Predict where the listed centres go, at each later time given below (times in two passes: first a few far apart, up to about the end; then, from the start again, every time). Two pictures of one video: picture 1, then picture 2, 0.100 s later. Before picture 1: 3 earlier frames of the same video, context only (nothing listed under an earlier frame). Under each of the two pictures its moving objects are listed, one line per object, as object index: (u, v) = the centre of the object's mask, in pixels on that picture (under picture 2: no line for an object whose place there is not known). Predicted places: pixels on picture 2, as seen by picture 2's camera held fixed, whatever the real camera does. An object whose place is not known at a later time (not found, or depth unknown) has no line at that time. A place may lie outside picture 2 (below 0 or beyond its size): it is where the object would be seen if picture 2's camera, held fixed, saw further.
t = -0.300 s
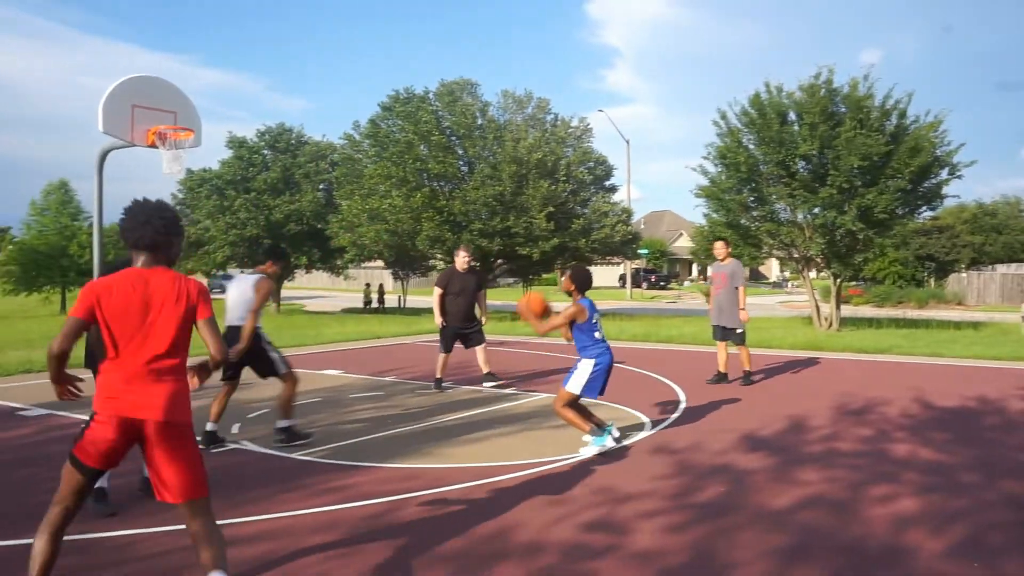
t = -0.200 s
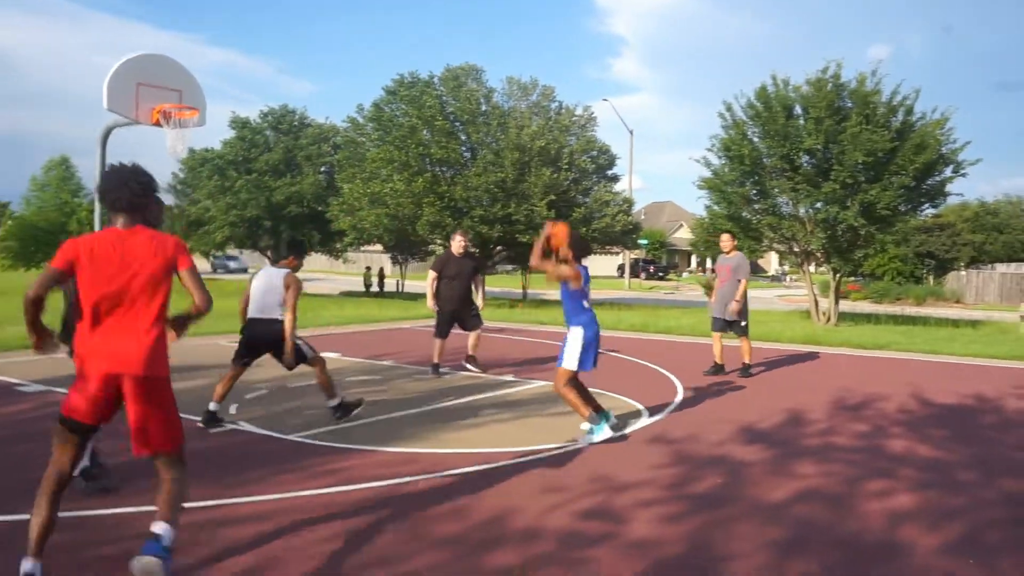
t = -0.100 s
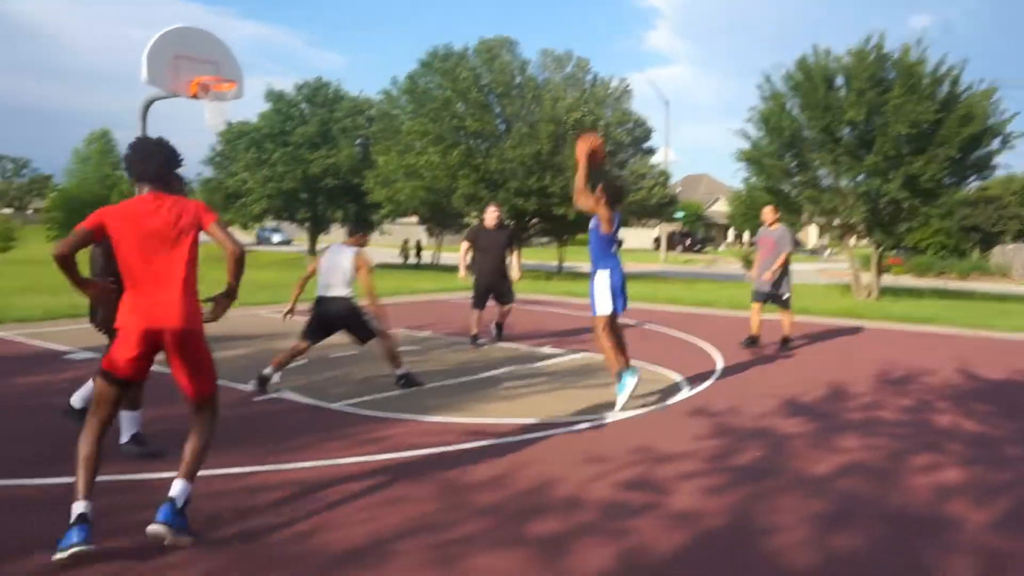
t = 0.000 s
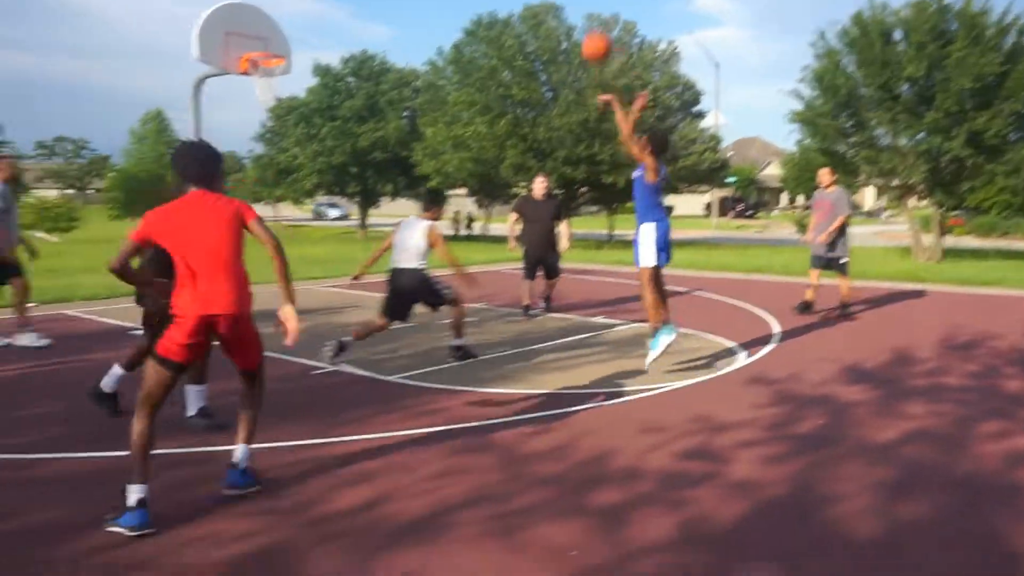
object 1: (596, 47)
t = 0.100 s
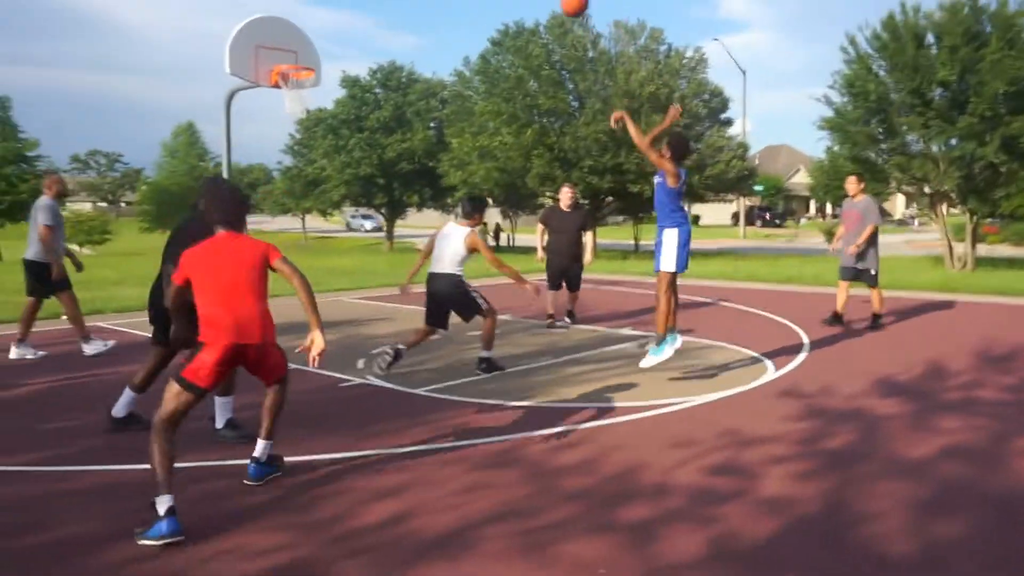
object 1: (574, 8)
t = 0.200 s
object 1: (532, -25)
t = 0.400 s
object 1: (445, -67)
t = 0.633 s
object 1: (369, -47)
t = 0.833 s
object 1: (312, 6)
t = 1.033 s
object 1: (264, 73)
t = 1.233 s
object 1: (208, 126)
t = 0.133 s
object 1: (559, -4)
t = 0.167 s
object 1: (546, -15)
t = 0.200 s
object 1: (532, -25)
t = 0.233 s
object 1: (514, -34)
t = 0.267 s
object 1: (497, -42)
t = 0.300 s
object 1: (484, -49)
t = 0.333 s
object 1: (471, -57)
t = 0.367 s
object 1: (459, -64)
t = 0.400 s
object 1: (445, -67)
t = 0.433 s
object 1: (430, -68)
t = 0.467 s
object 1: (418, -67)
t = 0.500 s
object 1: (407, -65)
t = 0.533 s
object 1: (398, -62)
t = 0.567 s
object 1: (393, -56)
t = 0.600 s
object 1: (381, -52)
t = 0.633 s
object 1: (369, -47)
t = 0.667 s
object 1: (359, -41)
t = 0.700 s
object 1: (349, -34)
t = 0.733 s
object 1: (338, -26)
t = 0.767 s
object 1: (327, -16)
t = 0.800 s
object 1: (319, -6)
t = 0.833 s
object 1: (312, 6)
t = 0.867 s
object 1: (303, 18)
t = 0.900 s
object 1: (295, 29)
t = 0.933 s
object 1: (289, 42)
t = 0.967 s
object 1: (281, 54)
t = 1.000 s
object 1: (275, 66)
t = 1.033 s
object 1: (264, 73)
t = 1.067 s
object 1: (255, 79)
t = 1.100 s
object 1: (245, 86)
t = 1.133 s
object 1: (236, 95)
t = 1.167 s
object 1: (227, 105)
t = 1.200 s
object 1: (218, 115)
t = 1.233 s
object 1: (208, 126)
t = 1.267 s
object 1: (198, 138)
